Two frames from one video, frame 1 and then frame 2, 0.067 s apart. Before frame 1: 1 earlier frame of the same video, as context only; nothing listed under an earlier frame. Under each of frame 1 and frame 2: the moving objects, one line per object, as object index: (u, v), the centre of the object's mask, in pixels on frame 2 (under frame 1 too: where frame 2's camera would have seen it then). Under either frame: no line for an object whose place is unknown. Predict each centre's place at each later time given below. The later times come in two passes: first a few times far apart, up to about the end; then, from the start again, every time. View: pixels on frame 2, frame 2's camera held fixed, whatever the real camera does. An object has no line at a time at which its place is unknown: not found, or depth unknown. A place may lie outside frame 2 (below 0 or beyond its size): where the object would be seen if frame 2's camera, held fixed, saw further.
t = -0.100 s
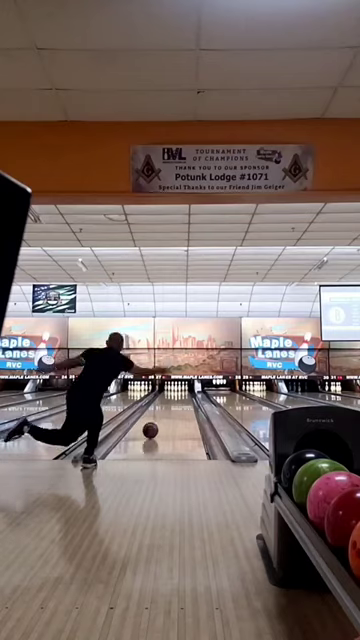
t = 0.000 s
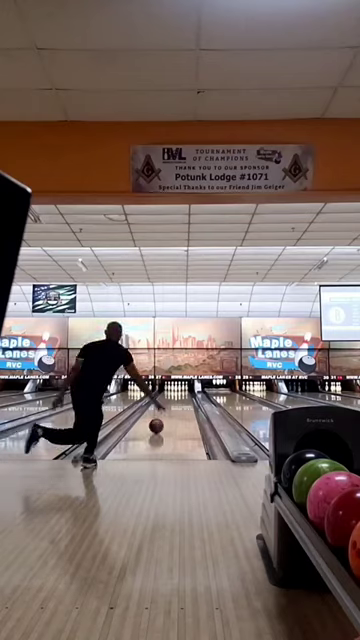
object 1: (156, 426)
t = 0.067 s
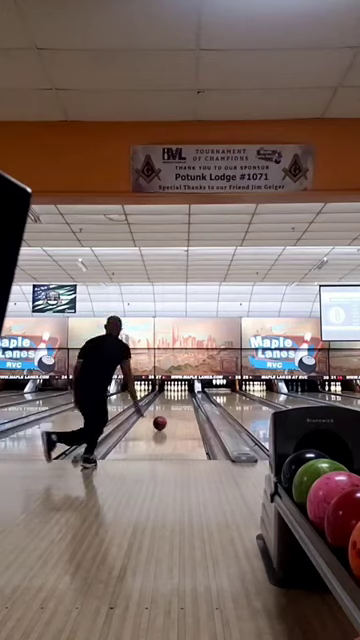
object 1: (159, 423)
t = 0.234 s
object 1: (166, 417)
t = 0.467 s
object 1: (174, 411)
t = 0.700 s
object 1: (179, 406)
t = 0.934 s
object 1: (182, 403)
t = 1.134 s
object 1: (184, 399)
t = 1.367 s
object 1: (185, 397)
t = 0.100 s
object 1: (161, 422)
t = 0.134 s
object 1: (162, 420)
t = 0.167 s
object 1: (164, 419)
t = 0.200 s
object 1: (165, 418)
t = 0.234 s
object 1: (166, 417)
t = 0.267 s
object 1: (168, 416)
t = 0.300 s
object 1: (169, 415)
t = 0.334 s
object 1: (170, 414)
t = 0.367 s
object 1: (171, 413)
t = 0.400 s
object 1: (172, 412)
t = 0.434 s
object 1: (173, 411)
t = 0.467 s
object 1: (174, 411)
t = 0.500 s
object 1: (174, 410)
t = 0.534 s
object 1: (175, 409)
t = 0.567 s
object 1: (176, 408)
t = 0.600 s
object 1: (177, 408)
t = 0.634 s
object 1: (178, 408)
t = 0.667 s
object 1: (178, 407)
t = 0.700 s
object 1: (179, 406)
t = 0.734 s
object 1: (179, 405)
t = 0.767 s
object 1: (180, 405)
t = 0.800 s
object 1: (181, 404)
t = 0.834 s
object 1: (181, 404)
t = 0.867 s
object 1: (182, 403)
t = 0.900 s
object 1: (182, 402)
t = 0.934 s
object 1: (182, 403)
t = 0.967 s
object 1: (182, 402)
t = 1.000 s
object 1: (183, 401)
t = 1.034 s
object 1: (184, 400)
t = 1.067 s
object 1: (184, 400)
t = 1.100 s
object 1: (184, 400)
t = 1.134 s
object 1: (184, 399)
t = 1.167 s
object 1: (185, 399)
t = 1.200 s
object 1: (185, 399)
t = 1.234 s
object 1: (185, 398)
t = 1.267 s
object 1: (185, 398)
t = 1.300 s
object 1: (185, 398)
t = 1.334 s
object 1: (185, 397)
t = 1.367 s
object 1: (185, 397)
